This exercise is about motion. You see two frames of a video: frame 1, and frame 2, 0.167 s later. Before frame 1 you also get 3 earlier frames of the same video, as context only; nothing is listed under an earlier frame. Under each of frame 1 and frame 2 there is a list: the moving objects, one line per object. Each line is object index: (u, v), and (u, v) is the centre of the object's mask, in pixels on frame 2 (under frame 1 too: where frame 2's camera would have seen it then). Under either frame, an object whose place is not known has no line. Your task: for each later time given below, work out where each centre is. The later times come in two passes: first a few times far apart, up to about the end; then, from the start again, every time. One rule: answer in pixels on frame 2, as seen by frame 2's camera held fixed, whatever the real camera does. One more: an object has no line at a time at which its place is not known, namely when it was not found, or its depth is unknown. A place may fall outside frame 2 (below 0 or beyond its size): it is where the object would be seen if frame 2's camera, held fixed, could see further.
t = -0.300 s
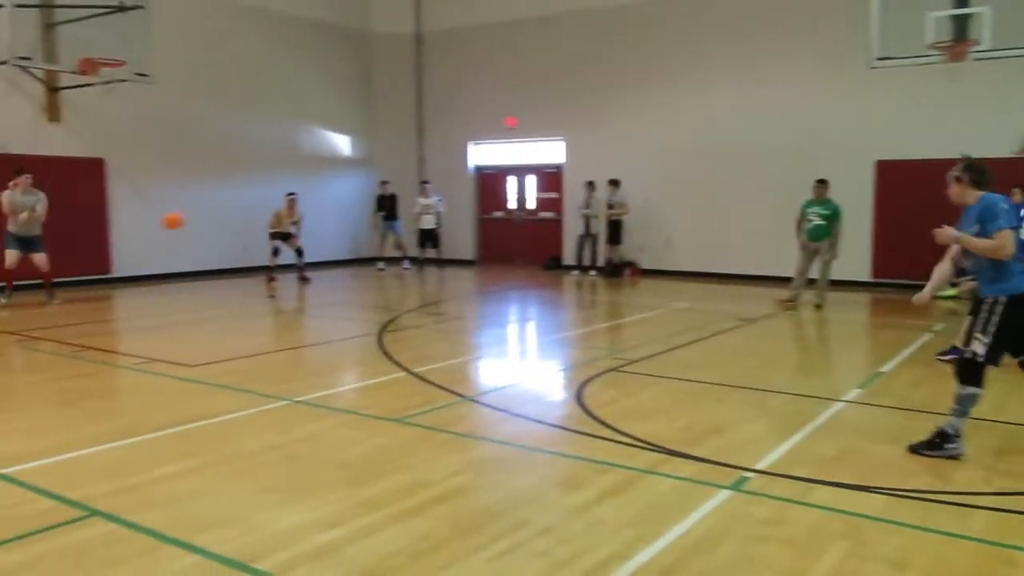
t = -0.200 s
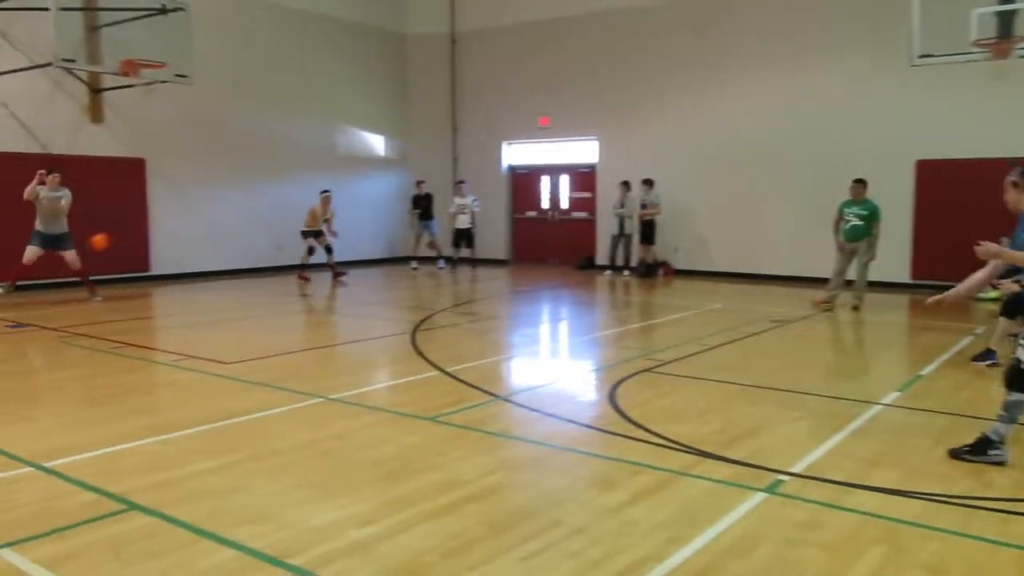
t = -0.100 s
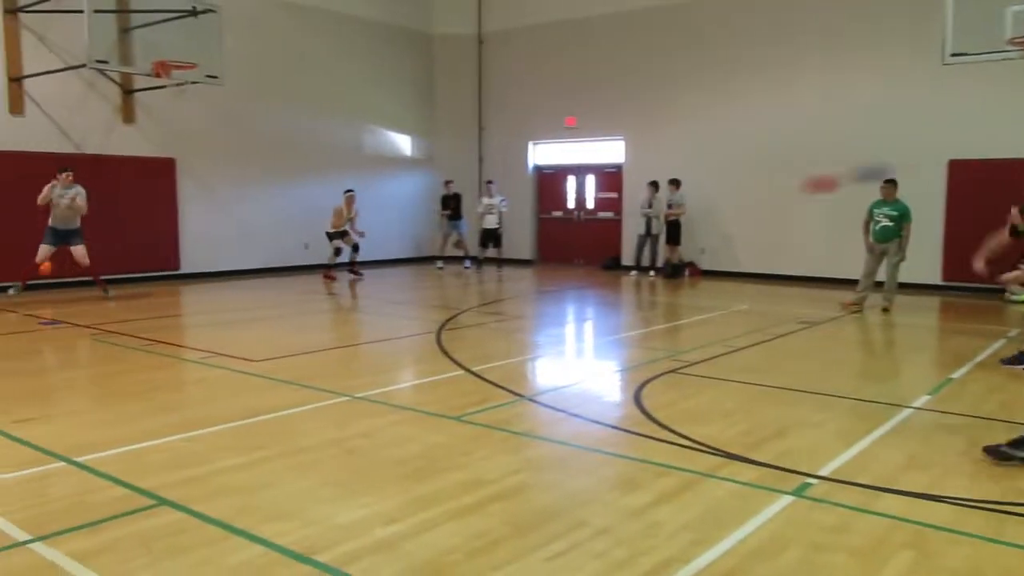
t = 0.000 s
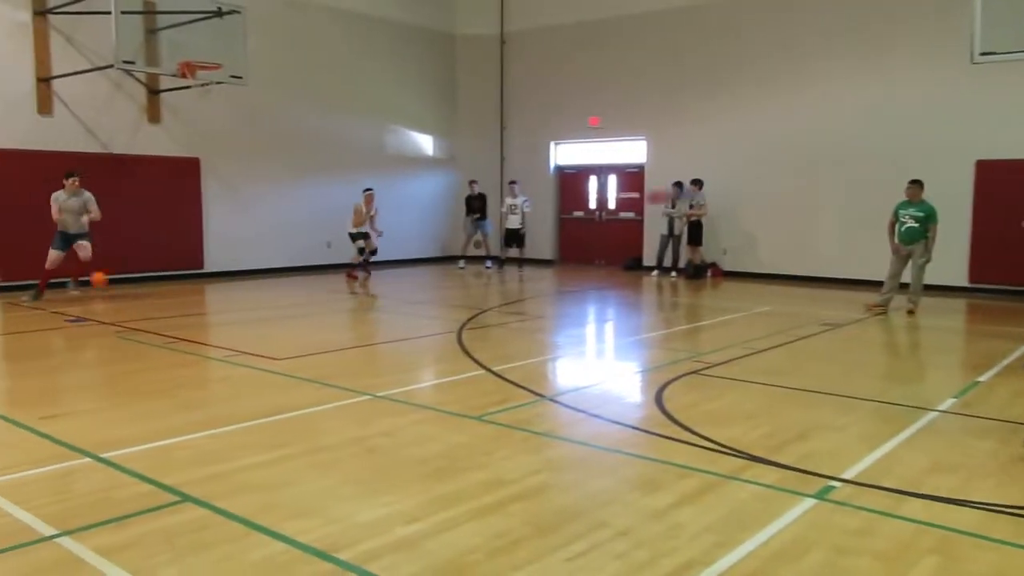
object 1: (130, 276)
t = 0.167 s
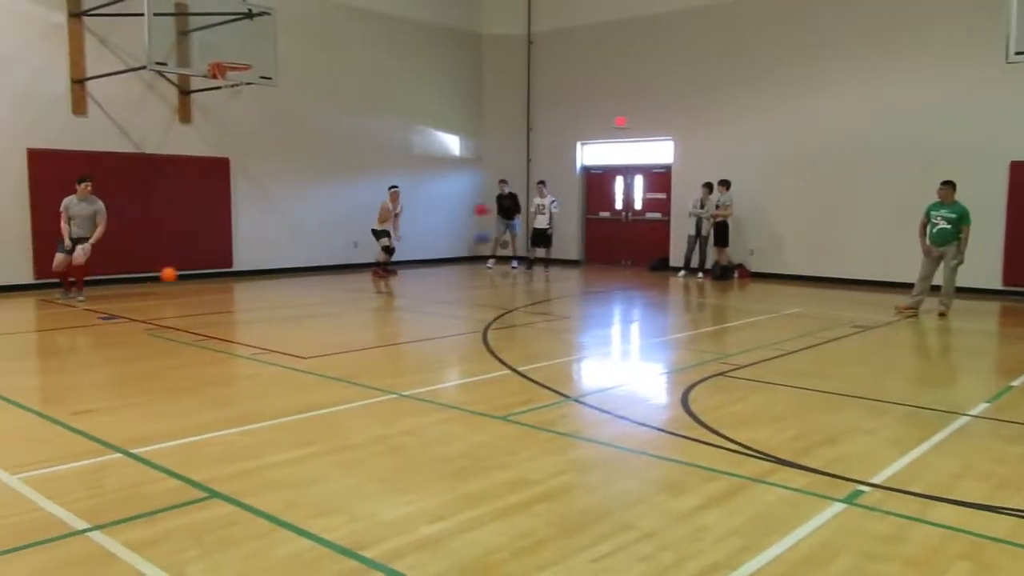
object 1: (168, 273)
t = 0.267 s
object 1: (190, 272)
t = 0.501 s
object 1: (242, 295)
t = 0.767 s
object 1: (307, 301)
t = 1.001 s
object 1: (367, 310)
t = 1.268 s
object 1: (437, 314)
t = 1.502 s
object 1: (501, 325)
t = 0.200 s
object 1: (175, 272)
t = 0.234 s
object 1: (182, 272)
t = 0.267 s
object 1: (190, 272)
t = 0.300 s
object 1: (196, 271)
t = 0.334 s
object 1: (204, 273)
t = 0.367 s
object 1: (211, 275)
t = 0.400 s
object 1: (219, 278)
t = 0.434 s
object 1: (227, 283)
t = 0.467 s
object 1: (233, 289)
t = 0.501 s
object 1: (242, 295)
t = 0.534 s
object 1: (251, 293)
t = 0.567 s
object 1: (258, 292)
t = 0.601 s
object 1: (266, 291)
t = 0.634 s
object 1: (274, 291)
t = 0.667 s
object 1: (282, 291)
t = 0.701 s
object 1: (290, 294)
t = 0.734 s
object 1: (299, 298)
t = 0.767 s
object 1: (307, 301)
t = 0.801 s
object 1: (316, 304)
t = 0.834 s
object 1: (324, 304)
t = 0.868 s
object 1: (333, 303)
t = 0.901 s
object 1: (341, 303)
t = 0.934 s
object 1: (350, 304)
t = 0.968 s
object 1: (358, 306)
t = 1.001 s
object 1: (367, 310)
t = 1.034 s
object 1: (375, 309)
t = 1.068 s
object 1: (384, 309)
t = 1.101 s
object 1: (393, 309)
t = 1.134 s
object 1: (402, 312)
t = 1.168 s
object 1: (411, 315)
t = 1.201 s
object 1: (419, 315)
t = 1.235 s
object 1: (428, 314)
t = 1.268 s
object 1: (437, 314)
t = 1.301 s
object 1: (447, 317)
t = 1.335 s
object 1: (456, 320)
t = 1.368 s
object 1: (465, 319)
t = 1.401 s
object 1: (474, 319)
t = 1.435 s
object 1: (483, 321)
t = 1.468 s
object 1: (492, 324)
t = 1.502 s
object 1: (501, 325)
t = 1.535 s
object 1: (511, 325)
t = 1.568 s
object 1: (521, 327)
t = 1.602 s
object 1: (531, 328)
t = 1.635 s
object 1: (540, 330)
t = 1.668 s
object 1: (550, 330)
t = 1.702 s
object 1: (559, 331)
